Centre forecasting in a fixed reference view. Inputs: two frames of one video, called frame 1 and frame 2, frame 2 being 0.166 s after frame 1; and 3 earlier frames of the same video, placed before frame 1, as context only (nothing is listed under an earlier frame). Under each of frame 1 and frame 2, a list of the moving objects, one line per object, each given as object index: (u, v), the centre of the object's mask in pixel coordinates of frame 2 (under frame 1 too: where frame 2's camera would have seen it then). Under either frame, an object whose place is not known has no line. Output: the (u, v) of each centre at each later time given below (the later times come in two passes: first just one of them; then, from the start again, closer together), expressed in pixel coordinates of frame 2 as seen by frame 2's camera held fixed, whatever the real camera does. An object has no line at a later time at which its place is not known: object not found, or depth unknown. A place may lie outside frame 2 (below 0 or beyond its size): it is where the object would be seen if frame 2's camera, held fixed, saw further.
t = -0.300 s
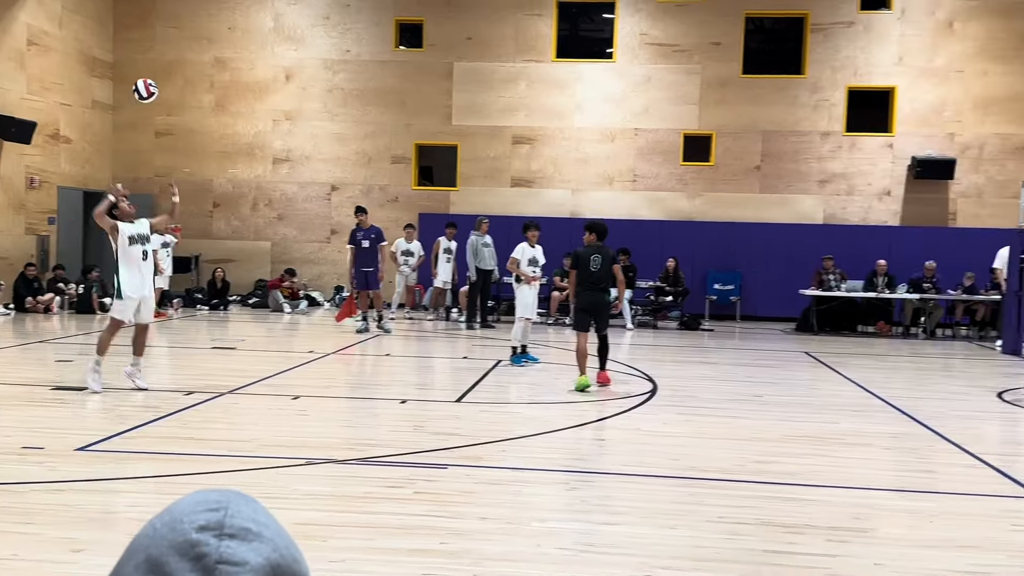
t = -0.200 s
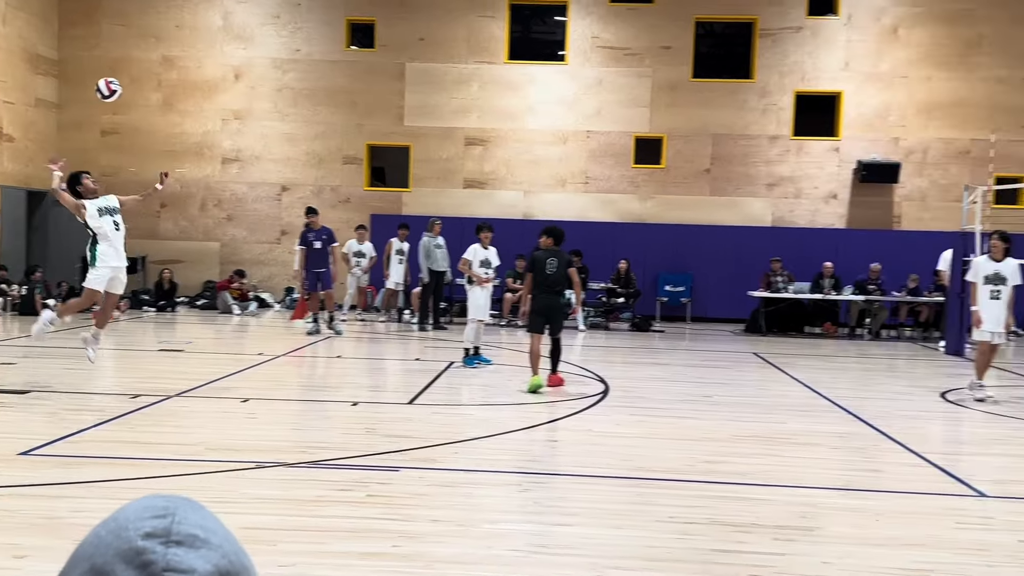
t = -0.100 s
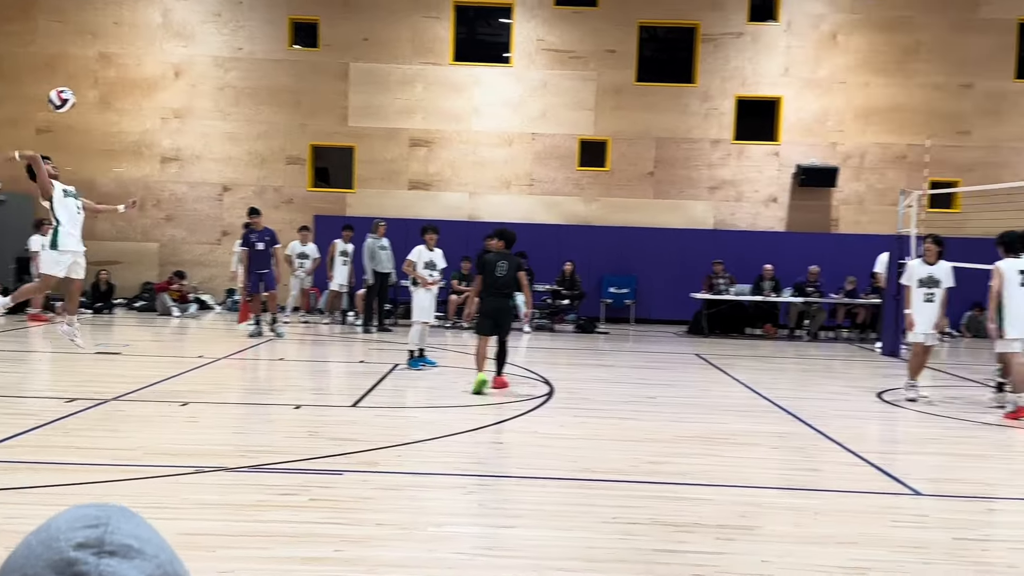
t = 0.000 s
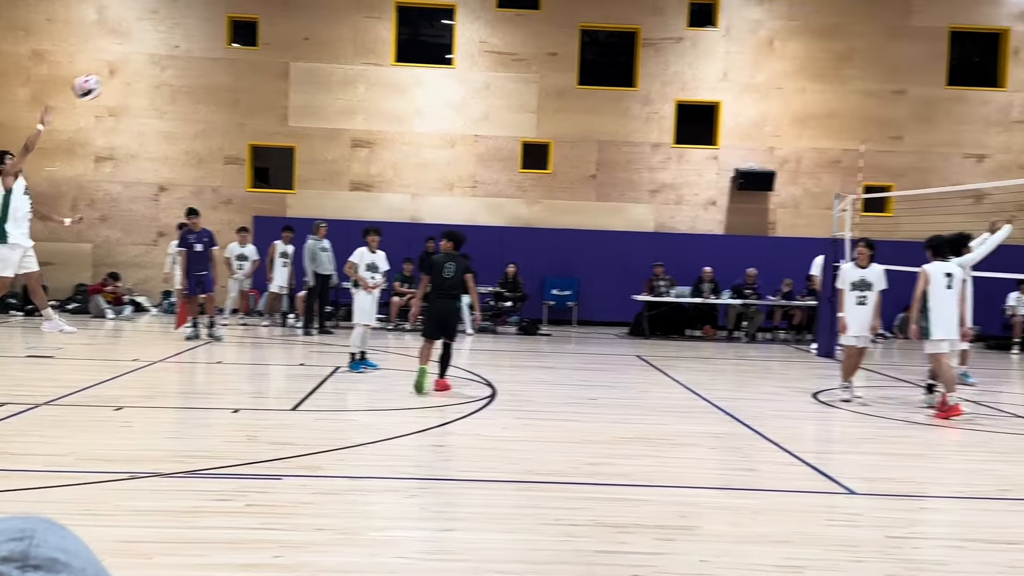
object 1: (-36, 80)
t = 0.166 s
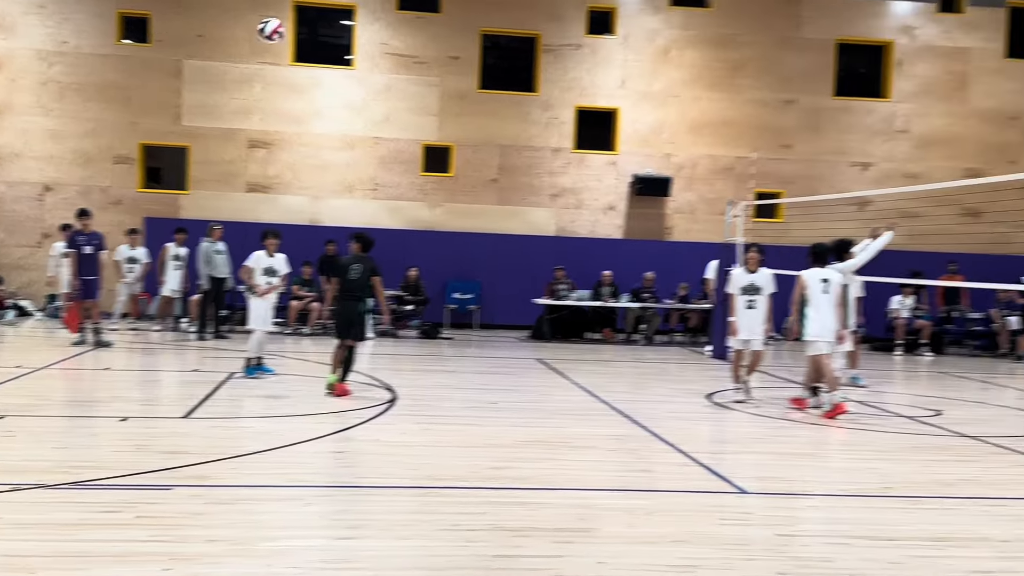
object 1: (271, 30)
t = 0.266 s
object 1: (425, 18)
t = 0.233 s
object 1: (376, 20)
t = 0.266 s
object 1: (425, 18)
